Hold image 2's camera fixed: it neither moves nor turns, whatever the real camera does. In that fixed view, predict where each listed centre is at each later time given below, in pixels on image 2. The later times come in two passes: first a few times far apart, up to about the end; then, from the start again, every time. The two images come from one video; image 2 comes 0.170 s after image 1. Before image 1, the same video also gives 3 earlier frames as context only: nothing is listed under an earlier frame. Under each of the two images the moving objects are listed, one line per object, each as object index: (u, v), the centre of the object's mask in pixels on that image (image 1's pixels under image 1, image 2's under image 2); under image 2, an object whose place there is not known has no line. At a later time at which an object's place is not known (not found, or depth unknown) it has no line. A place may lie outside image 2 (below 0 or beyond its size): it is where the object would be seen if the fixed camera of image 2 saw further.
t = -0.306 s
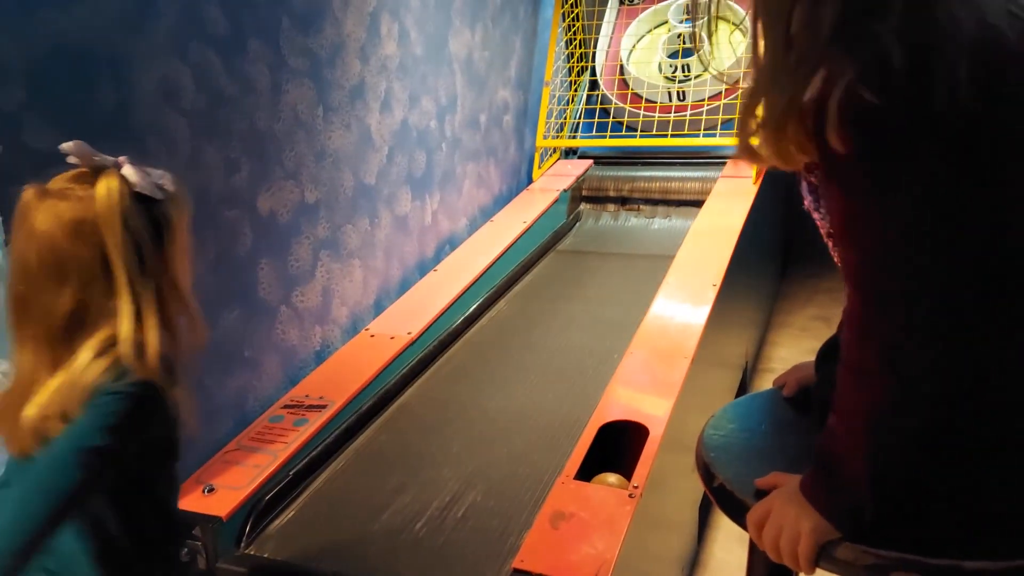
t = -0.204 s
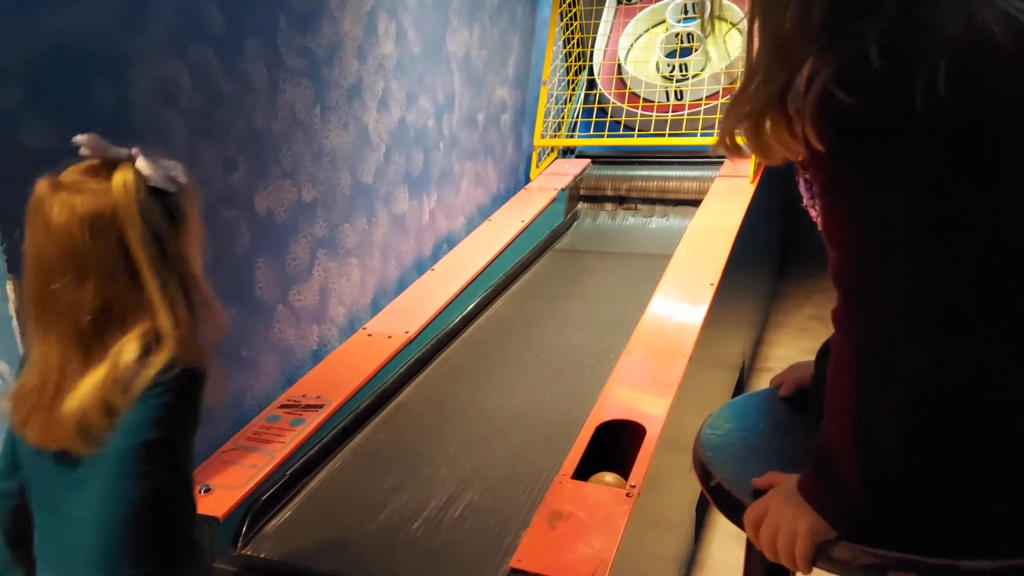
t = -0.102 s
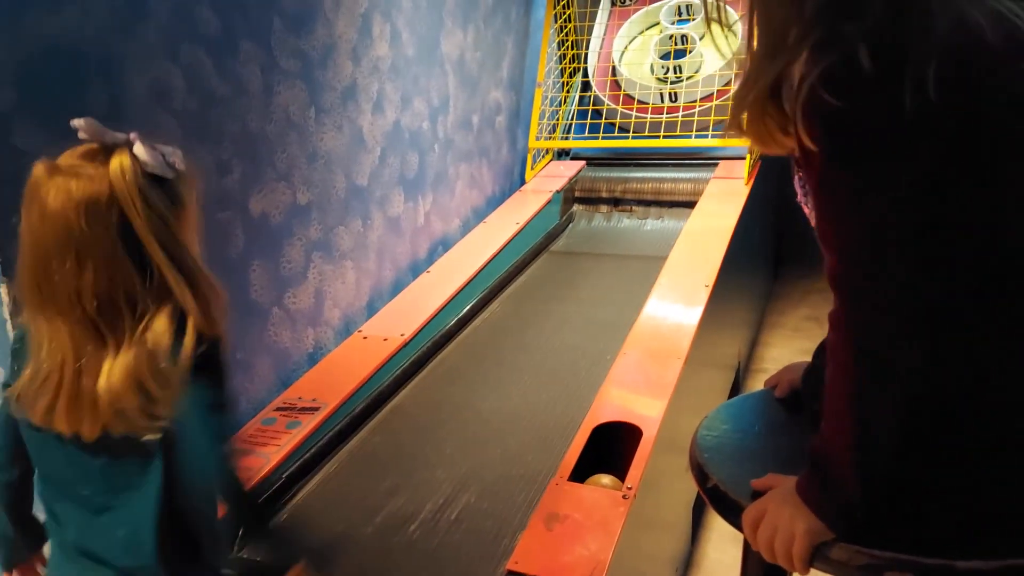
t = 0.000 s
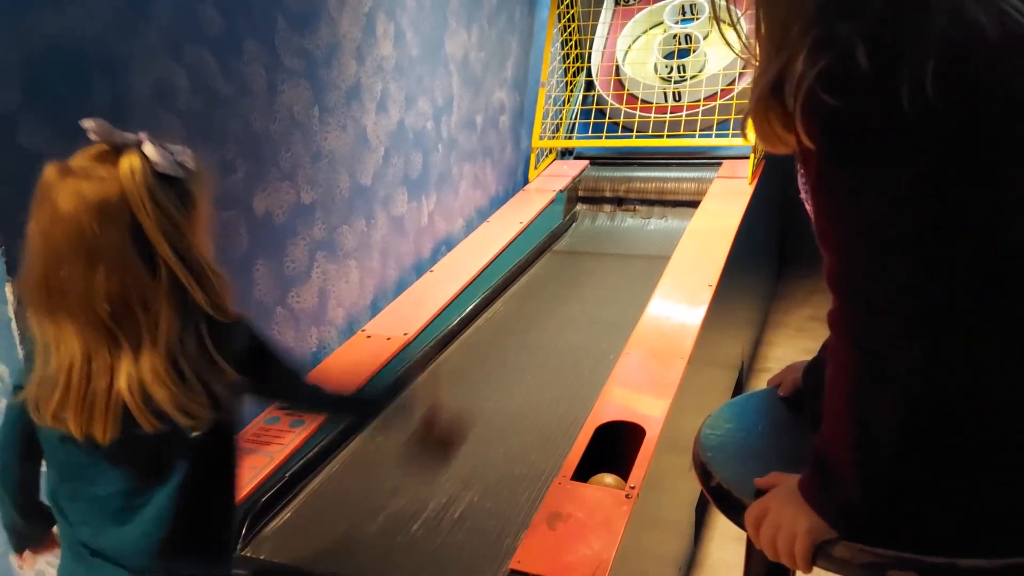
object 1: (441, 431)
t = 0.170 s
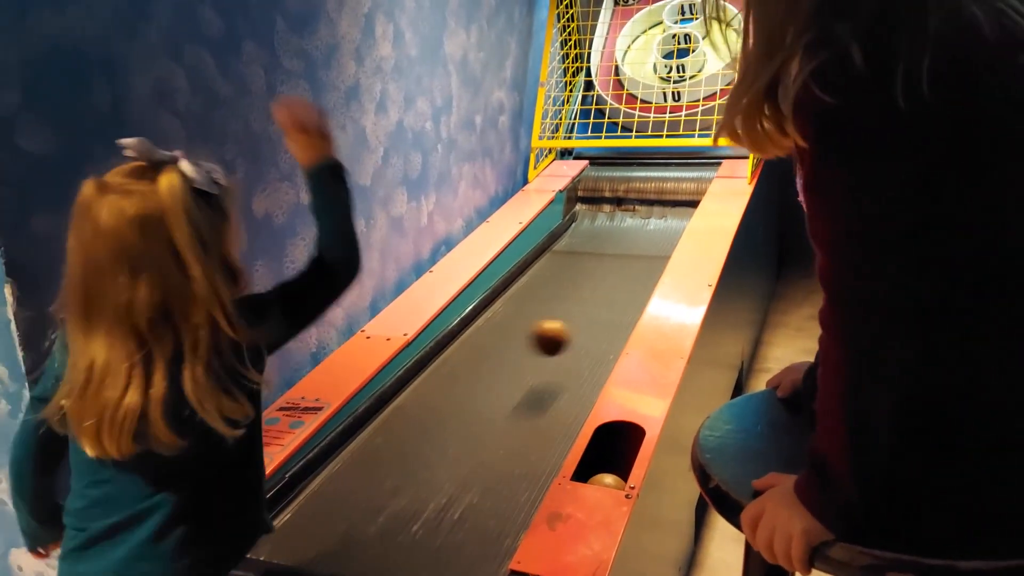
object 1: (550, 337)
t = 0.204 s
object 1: (565, 337)
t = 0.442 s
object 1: (625, 257)
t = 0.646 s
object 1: (645, 214)
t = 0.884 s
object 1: (649, 157)
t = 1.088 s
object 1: (644, 158)
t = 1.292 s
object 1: (633, 157)
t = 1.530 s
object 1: (618, 157)
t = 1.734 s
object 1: (604, 159)
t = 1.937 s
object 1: (590, 172)
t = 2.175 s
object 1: (578, 229)
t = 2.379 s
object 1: (565, 257)
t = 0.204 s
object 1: (565, 337)
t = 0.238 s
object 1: (580, 327)
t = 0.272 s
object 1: (590, 310)
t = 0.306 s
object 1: (598, 299)
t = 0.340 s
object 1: (606, 286)
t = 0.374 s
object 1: (612, 274)
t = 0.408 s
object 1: (619, 266)
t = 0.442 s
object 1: (625, 257)
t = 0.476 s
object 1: (629, 249)
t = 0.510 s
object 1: (634, 243)
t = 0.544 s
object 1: (637, 237)
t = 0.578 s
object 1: (640, 231)
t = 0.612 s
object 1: (643, 223)
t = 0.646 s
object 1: (645, 214)
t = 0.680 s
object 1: (647, 204)
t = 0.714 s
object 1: (647, 193)
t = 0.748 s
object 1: (648, 177)
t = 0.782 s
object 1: (649, 166)
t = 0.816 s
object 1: (649, 159)
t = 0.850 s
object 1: (649, 157)
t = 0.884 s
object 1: (649, 157)
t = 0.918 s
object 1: (650, 159)
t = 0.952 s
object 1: (649, 159)
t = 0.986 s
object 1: (648, 158)
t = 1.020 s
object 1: (647, 159)
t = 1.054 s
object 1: (646, 159)
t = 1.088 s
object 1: (644, 158)
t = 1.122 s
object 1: (643, 158)
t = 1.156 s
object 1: (641, 158)
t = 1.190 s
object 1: (639, 158)
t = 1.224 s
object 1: (637, 158)
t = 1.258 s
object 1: (635, 157)
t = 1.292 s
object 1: (633, 157)
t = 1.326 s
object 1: (631, 157)
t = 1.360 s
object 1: (629, 157)
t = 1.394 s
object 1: (627, 157)
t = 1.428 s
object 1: (625, 157)
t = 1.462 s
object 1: (623, 157)
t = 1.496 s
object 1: (621, 157)
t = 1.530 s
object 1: (618, 157)
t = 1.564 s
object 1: (616, 157)
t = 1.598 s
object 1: (614, 158)
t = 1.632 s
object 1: (611, 158)
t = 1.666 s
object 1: (609, 158)
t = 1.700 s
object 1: (606, 159)
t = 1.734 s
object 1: (604, 159)
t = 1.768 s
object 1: (601, 160)
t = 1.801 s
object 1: (599, 161)
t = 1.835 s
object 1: (597, 163)
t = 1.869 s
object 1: (594, 165)
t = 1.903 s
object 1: (592, 168)
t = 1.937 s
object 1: (590, 172)
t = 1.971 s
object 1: (586, 188)
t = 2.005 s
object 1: (586, 194)
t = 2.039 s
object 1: (585, 205)
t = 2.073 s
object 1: (584, 213)
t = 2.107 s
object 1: (582, 219)
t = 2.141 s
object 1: (580, 224)
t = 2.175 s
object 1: (578, 229)
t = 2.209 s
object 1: (577, 234)
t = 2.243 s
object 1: (575, 238)
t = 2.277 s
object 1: (573, 242)
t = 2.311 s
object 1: (570, 247)
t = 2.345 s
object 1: (568, 252)
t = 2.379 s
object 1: (565, 257)
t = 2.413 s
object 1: (563, 264)
